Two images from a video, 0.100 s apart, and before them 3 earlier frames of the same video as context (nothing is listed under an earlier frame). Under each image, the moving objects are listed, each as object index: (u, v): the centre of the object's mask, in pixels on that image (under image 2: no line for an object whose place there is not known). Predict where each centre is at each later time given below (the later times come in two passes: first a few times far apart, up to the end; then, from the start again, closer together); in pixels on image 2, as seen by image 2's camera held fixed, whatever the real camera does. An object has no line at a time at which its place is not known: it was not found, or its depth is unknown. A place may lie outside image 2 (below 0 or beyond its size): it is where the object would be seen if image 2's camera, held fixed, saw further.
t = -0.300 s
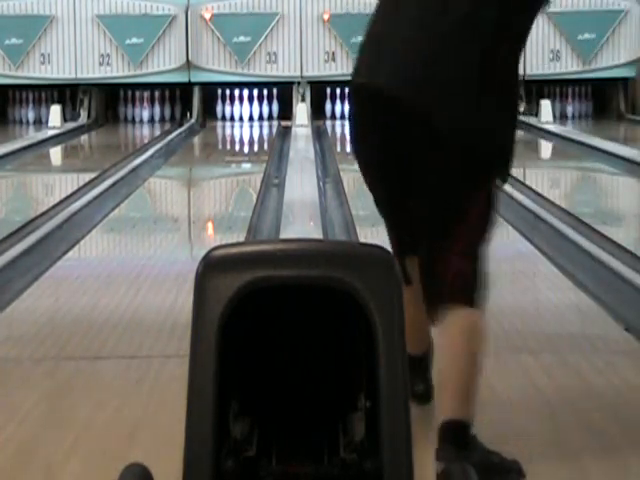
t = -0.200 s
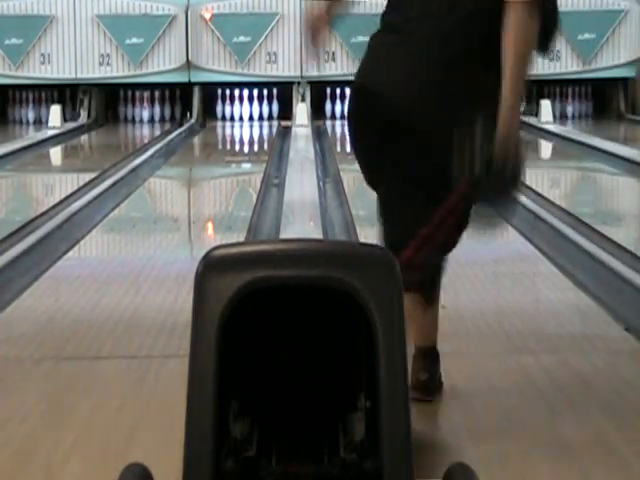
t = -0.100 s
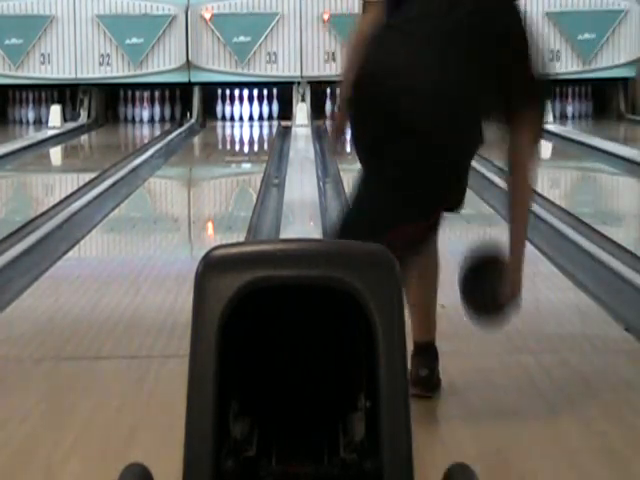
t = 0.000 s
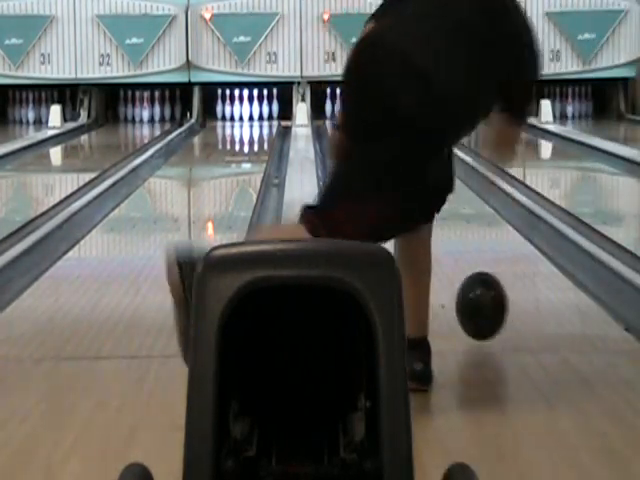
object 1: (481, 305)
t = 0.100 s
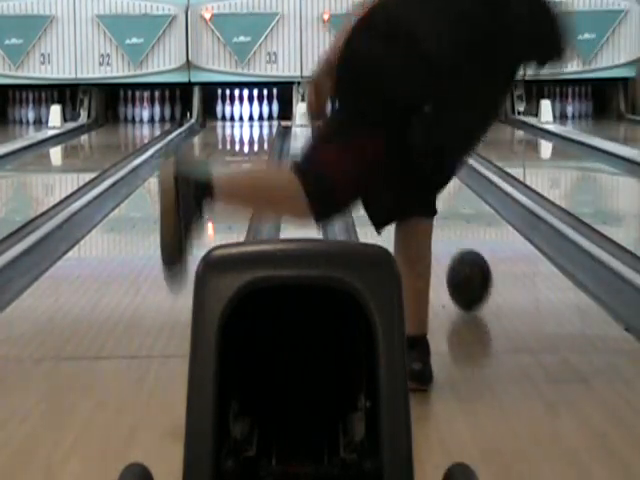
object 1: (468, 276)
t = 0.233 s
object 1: (456, 242)
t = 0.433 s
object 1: (447, 207)
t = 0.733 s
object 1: (419, 173)
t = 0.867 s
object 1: (421, 166)
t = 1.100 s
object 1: (412, 151)
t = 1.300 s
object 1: (405, 141)
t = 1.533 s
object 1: (397, 133)
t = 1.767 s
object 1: (388, 122)
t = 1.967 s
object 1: (377, 116)
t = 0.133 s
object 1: (465, 261)
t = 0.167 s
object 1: (462, 254)
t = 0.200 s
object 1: (458, 249)
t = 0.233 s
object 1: (456, 242)
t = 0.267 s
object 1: (453, 235)
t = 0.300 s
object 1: (451, 228)
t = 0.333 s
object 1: (448, 221)
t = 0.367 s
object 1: (446, 216)
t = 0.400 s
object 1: (445, 211)
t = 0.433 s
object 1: (447, 207)
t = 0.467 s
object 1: (448, 203)
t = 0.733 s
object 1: (419, 173)
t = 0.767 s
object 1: (420, 172)
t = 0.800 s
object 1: (421, 170)
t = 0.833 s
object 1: (422, 168)
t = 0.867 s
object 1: (421, 166)
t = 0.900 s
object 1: (420, 163)
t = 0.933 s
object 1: (418, 161)
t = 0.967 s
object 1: (417, 158)
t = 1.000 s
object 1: (416, 157)
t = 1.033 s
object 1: (414, 155)
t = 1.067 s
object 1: (413, 153)
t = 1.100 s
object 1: (412, 151)
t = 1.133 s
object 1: (411, 149)
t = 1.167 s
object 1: (409, 146)
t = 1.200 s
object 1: (409, 145)
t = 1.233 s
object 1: (407, 144)
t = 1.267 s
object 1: (407, 143)
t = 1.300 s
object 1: (405, 141)
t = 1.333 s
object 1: (404, 140)
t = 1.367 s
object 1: (402, 138)
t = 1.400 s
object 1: (401, 137)
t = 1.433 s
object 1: (400, 136)
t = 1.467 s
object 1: (399, 135)
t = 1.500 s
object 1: (398, 134)
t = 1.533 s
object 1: (397, 133)
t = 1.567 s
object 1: (395, 131)
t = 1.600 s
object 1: (394, 129)
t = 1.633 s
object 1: (393, 126)
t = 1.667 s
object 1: (393, 125)
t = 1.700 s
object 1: (391, 124)
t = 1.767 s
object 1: (388, 122)
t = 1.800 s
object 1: (386, 121)
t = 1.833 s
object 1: (384, 120)
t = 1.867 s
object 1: (382, 119)
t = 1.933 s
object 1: (379, 117)
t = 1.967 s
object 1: (377, 116)
